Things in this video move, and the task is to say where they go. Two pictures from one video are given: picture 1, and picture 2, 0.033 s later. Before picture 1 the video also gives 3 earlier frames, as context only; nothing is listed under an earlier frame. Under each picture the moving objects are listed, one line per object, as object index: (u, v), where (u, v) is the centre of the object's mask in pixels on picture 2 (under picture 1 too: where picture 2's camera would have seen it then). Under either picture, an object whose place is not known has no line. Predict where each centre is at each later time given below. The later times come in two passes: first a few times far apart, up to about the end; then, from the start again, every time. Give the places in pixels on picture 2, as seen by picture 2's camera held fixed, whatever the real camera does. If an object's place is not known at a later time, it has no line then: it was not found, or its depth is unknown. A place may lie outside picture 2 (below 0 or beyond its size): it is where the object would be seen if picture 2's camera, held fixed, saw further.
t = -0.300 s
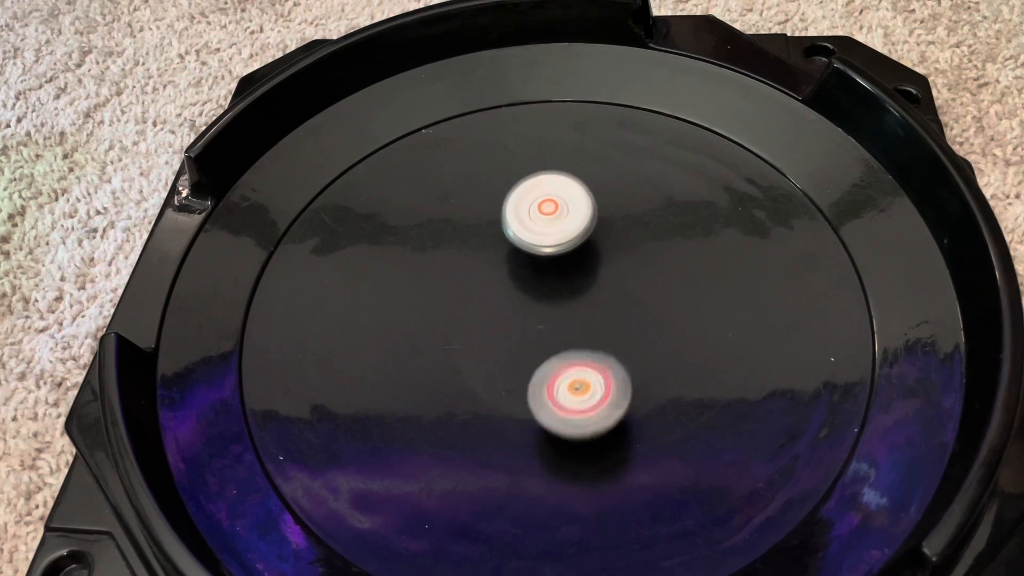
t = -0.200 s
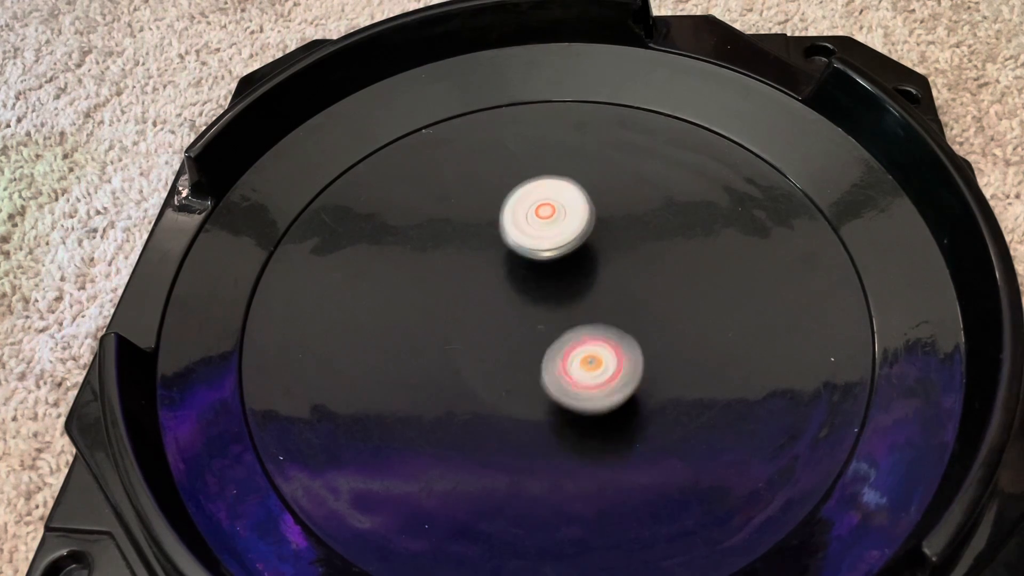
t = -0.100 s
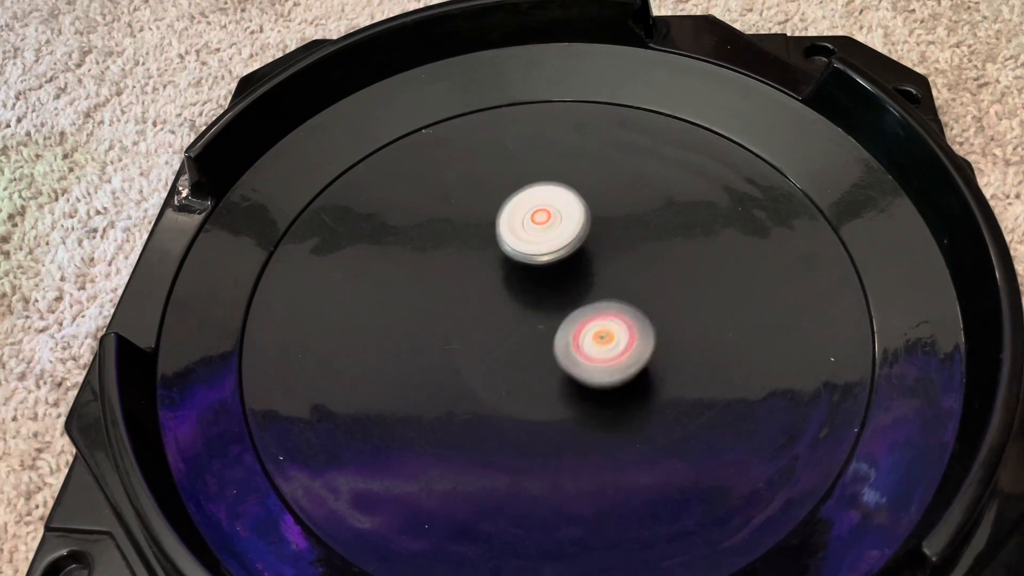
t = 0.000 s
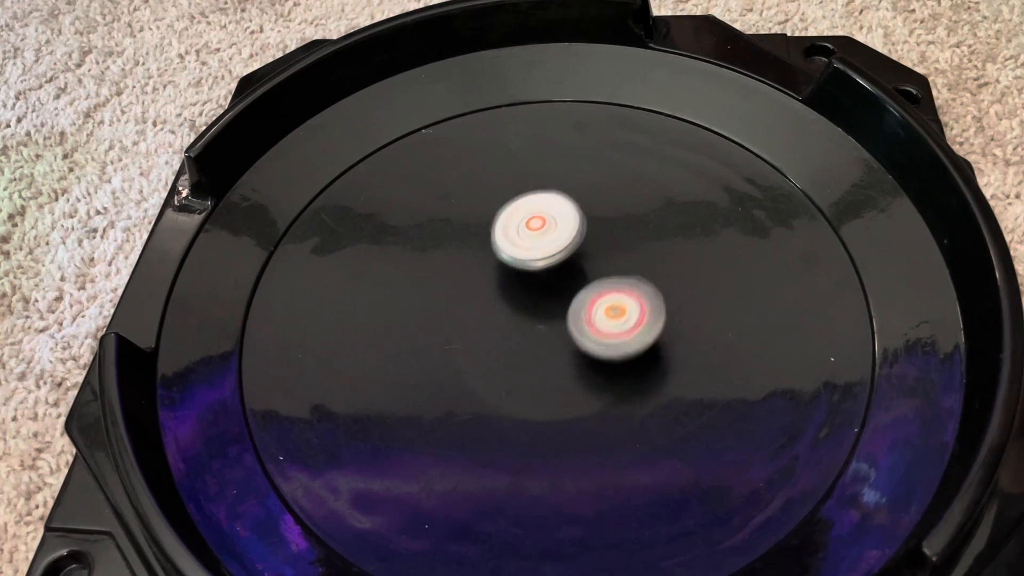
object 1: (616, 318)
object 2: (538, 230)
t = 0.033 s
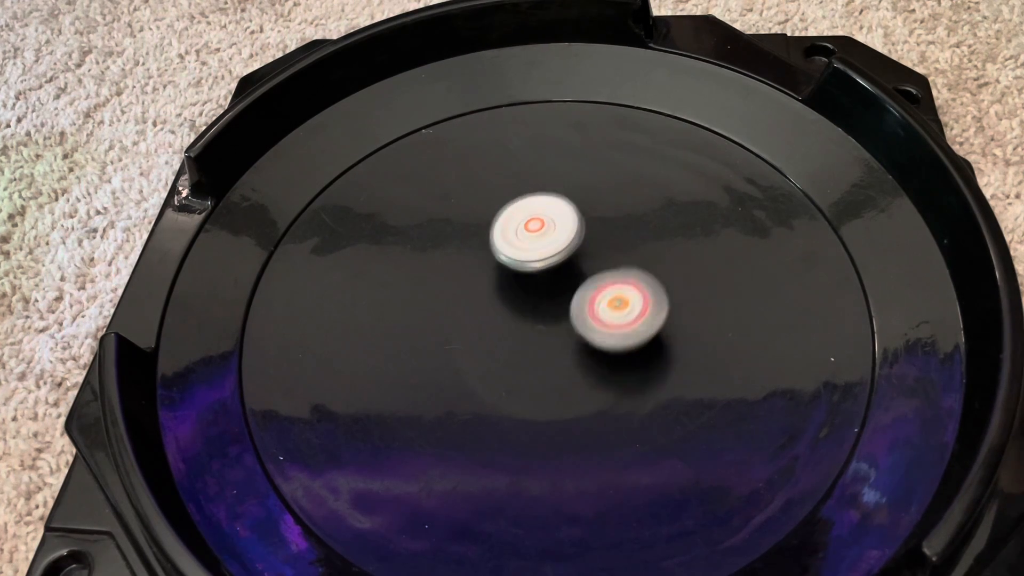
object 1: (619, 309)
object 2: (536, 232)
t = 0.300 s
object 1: (632, 255)
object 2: (513, 248)
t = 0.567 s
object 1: (610, 248)
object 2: (486, 251)
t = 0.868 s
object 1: (612, 255)
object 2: (440, 243)
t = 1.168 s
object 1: (637, 301)
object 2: (444, 248)
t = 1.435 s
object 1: (598, 339)
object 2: (467, 276)
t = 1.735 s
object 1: (550, 353)
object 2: (431, 298)
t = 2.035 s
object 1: (514, 334)
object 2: (394, 298)
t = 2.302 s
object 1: (544, 303)
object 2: (399, 296)
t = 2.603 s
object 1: (616, 270)
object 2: (440, 324)
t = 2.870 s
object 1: (650, 260)
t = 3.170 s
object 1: (597, 277)
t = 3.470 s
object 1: (525, 292)
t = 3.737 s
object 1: (470, 312)
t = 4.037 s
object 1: (449, 332)
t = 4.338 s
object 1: (488, 346)
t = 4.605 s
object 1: (510, 327)
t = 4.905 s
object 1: (528, 286)
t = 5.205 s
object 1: (556, 263)
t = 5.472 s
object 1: (577, 265)
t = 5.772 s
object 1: (565, 269)
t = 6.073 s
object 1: (521, 255)
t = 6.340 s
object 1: (495, 263)
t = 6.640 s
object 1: (489, 290)
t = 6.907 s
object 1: (500, 321)
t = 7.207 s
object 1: (531, 348)
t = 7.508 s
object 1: (565, 357)
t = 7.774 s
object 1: (583, 346)
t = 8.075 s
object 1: (589, 320)
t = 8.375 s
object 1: (610, 369)
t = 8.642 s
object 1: (608, 375)
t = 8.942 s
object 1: (575, 352)
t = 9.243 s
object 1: (529, 347)
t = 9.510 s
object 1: (497, 360)
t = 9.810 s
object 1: (495, 362)
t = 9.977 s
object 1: (503, 355)
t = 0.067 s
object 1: (622, 301)
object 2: (534, 234)
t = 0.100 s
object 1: (624, 293)
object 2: (532, 237)
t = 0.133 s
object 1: (626, 285)
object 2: (530, 239)
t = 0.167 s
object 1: (627, 278)
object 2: (527, 241)
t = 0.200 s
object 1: (628, 270)
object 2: (524, 243)
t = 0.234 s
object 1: (629, 264)
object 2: (520, 245)
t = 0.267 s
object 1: (630, 259)
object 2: (516, 247)
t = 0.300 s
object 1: (632, 255)
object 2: (513, 248)
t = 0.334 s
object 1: (633, 252)
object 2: (510, 249)
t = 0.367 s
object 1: (632, 250)
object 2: (506, 250)
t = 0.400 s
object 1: (631, 248)
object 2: (502, 251)
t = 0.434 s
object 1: (629, 247)
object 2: (499, 252)
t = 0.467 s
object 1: (626, 247)
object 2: (496, 252)
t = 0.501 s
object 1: (621, 247)
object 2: (492, 251)
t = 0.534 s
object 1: (616, 247)
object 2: (489, 251)
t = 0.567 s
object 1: (610, 248)
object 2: (486, 251)
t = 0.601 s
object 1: (603, 248)
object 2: (484, 251)
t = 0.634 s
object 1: (595, 248)
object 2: (482, 250)
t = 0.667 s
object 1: (586, 247)
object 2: (480, 249)
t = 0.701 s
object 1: (576, 247)
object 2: (477, 249)
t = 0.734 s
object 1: (578, 246)
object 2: (467, 247)
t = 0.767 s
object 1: (589, 247)
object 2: (451, 246)
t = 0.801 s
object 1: (597, 249)
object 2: (444, 245)
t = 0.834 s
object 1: (605, 251)
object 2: (441, 244)
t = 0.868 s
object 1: (612, 255)
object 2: (440, 243)
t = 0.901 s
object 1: (618, 258)
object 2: (439, 244)
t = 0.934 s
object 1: (624, 262)
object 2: (438, 244)
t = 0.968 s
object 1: (629, 267)
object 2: (437, 244)
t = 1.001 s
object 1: (633, 273)
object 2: (437, 244)
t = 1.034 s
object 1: (636, 278)
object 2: (438, 245)
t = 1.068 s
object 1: (637, 284)
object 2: (439, 245)
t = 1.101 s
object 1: (638, 289)
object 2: (440, 245)
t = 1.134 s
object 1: (639, 295)
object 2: (442, 247)
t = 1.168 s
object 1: (637, 301)
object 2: (444, 248)
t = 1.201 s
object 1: (635, 306)
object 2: (446, 250)
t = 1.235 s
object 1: (632, 312)
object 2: (447, 252)
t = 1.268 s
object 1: (628, 317)
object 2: (449, 254)
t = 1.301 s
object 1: (623, 323)
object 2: (452, 257)
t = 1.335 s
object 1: (617, 328)
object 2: (455, 260)
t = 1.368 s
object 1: (611, 331)
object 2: (458, 265)
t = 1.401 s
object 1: (605, 335)
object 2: (462, 271)
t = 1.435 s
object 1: (598, 339)
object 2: (467, 276)
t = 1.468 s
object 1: (589, 342)
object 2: (470, 282)
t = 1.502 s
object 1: (582, 344)
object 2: (474, 288)
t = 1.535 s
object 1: (574, 346)
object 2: (478, 295)
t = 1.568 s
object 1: (566, 347)
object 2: (481, 302)
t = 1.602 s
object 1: (559, 348)
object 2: (480, 307)
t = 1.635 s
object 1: (555, 349)
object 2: (472, 306)
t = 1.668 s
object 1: (555, 352)
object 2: (457, 302)
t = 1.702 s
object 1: (553, 353)
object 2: (442, 298)
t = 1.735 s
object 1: (550, 353)
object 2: (431, 298)
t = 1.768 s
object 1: (545, 353)
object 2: (419, 300)
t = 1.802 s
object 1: (540, 352)
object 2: (409, 300)
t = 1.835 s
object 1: (536, 350)
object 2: (402, 300)
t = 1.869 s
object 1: (532, 348)
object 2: (398, 300)
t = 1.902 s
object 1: (527, 346)
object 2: (396, 299)
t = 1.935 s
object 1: (523, 344)
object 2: (395, 299)
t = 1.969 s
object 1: (520, 341)
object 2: (394, 299)
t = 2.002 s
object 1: (516, 338)
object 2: (395, 299)
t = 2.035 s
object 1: (514, 334)
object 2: (394, 298)
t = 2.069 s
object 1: (513, 330)
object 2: (396, 299)
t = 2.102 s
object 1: (511, 326)
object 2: (398, 299)
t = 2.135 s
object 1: (510, 322)
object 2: (400, 299)
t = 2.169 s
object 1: (510, 318)
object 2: (403, 300)
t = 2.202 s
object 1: (510, 314)
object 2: (407, 300)
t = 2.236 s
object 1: (518, 309)
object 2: (405, 299)
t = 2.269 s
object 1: (533, 305)
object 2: (398, 297)
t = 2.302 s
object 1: (544, 303)
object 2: (399, 296)
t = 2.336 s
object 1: (553, 300)
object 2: (403, 298)
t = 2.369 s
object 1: (562, 297)
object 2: (406, 301)
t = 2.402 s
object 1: (570, 293)
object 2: (407, 302)
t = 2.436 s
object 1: (579, 290)
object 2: (411, 305)
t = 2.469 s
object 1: (587, 286)
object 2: (415, 307)
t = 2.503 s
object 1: (595, 282)
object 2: (419, 310)
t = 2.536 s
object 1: (602, 278)
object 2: (425, 315)
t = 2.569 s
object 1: (609, 274)
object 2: (433, 319)
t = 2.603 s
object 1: (616, 270)
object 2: (440, 324)
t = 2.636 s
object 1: (622, 266)
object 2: (448, 330)
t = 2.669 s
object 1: (627, 262)
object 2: (455, 335)
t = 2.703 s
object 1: (633, 260)
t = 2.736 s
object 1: (639, 258)
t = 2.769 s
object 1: (644, 257)
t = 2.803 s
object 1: (648, 257)
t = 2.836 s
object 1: (650, 258)
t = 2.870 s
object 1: (650, 260)
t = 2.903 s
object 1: (649, 262)
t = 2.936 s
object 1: (646, 265)
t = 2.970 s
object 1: (642, 268)
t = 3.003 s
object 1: (636, 271)
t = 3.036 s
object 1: (630, 273)
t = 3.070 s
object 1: (622, 274)
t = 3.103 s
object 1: (614, 275)
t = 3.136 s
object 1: (606, 276)
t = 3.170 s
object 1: (597, 277)
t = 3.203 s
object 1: (589, 277)
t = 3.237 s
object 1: (581, 278)
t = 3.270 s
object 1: (573, 280)
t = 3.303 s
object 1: (565, 282)
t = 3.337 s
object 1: (556, 283)
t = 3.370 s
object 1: (549, 285)
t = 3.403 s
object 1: (540, 287)
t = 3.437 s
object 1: (533, 289)
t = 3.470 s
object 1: (525, 292)
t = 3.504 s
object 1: (518, 294)
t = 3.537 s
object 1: (511, 296)
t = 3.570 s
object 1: (503, 299)
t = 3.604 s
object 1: (496, 301)
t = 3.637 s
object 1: (489, 303)
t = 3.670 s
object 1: (483, 305)
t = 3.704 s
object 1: (477, 308)
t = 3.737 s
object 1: (470, 312)
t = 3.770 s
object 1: (465, 315)
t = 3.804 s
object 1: (461, 320)
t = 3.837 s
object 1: (458, 324)
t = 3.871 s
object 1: (455, 327)
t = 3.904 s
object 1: (452, 331)
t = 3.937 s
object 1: (450, 332)
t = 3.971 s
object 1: (448, 333)
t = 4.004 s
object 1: (448, 332)
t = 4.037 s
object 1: (449, 332)
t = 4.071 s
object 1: (451, 332)
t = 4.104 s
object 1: (455, 334)
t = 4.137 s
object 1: (458, 336)
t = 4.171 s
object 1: (463, 338)
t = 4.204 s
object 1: (467, 340)
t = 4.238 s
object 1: (472, 342)
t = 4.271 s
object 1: (477, 344)
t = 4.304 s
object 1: (483, 345)
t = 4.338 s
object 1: (488, 346)
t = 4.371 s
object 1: (494, 347)
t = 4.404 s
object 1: (501, 347)
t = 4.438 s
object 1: (504, 347)
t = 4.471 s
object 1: (510, 345)
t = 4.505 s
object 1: (509, 342)
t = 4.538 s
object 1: (509, 337)
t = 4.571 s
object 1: (510, 332)
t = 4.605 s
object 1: (510, 327)
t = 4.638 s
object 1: (512, 322)
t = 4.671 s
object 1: (512, 317)
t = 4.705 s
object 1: (515, 312)
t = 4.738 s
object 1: (516, 308)
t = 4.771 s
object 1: (519, 303)
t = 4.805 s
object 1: (520, 298)
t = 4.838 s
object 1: (523, 294)
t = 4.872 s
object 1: (525, 290)
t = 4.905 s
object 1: (528, 286)
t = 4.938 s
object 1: (531, 282)
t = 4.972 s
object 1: (533, 278)
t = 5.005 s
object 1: (538, 275)
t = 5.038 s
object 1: (540, 273)
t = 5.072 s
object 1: (544, 270)
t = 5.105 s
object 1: (547, 268)
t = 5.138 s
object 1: (551, 266)
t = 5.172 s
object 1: (553, 265)
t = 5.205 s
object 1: (556, 263)
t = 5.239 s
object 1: (559, 262)
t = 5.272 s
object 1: (562, 261)
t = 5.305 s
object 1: (566, 261)
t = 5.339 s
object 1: (568, 261)
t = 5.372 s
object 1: (572, 261)
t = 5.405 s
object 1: (573, 262)
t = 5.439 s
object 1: (576, 263)
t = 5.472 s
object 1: (577, 265)
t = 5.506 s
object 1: (580, 266)
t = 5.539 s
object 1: (580, 268)
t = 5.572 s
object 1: (581, 270)
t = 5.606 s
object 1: (580, 273)
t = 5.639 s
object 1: (581, 275)
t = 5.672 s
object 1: (579, 277)
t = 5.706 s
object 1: (574, 274)
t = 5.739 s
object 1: (569, 272)
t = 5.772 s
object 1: (565, 269)
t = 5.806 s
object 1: (559, 266)
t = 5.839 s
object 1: (554, 264)
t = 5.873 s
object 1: (548, 262)
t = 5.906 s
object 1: (544, 260)
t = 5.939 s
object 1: (538, 258)
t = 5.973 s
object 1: (534, 257)
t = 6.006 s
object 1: (529, 256)
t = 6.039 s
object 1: (526, 255)
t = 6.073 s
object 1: (521, 255)
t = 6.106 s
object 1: (518, 255)
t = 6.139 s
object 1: (513, 255)
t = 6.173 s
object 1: (511, 255)
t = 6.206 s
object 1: (506, 257)
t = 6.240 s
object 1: (504, 258)
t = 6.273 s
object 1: (500, 259)
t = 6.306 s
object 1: (499, 261)
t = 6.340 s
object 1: (495, 263)
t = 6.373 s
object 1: (494, 265)
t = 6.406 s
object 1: (492, 268)
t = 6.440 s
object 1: (491, 270)
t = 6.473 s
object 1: (489, 273)
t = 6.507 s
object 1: (489, 276)
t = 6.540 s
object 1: (488, 279)
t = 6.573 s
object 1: (489, 283)
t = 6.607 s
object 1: (488, 286)
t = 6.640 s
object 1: (489, 290)
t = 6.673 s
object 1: (489, 294)
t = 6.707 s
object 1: (489, 298)
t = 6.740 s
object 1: (491, 302)
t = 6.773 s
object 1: (492, 306)
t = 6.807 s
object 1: (494, 309)
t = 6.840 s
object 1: (496, 313)
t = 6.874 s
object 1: (499, 317)
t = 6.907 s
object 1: (500, 321)
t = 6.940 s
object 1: (504, 324)
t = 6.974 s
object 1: (506, 328)
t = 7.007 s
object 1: (510, 331)
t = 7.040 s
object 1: (513, 334)
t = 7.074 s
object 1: (517, 338)
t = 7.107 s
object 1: (520, 340)
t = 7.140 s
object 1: (524, 343)
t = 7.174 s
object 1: (527, 346)
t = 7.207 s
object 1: (531, 348)
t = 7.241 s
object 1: (535, 350)
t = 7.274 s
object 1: (539, 352)
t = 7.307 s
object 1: (544, 353)
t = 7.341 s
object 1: (547, 355)
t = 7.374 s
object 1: (552, 356)
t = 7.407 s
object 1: (554, 357)
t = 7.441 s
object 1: (559, 357)
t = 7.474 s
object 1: (561, 357)
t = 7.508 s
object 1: (565, 357)
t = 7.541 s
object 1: (567, 357)
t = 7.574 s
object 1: (571, 356)
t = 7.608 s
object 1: (573, 355)
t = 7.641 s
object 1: (575, 354)
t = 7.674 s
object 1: (578, 351)
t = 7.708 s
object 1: (579, 350)
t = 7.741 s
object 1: (582, 348)
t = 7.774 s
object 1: (583, 346)
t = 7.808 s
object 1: (585, 343)
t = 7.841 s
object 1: (586, 341)
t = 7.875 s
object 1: (588, 339)
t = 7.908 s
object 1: (589, 335)
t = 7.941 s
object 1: (589, 333)
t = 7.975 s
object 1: (590, 329)
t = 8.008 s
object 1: (589, 327)
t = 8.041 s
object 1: (590, 324)
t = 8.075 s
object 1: (589, 320)
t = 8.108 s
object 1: (594, 331)
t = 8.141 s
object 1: (596, 339)
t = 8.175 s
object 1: (597, 345)
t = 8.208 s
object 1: (599, 350)
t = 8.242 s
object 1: (601, 354)
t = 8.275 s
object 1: (601, 358)
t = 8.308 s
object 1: (605, 363)
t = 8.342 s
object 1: (607, 366)
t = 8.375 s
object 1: (610, 369)
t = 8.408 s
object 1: (614, 371)
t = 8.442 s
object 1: (614, 374)
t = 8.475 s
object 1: (616, 376)
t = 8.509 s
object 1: (615, 377)
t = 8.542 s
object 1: (614, 378)
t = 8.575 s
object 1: (613, 377)
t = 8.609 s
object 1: (608, 376)
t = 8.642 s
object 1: (608, 375)
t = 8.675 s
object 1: (607, 371)
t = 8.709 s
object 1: (602, 369)
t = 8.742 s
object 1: (601, 367)
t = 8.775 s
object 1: (599, 362)
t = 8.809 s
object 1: (591, 360)
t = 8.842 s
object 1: (589, 359)
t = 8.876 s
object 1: (587, 355)
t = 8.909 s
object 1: (580, 352)
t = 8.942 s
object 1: (575, 352)
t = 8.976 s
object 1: (572, 350)
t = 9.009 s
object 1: (566, 348)
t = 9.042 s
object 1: (560, 347)
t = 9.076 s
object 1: (555, 346)
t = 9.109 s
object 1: (549, 346)
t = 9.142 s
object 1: (545, 346)
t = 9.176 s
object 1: (539, 346)
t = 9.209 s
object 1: (533, 347)
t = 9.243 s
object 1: (529, 347)
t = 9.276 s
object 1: (523, 348)
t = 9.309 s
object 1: (518, 350)
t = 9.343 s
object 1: (515, 351)
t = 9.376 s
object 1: (510, 353)
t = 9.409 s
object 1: (506, 356)
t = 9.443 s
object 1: (503, 356)
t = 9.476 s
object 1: (499, 358)
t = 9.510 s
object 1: (497, 360)
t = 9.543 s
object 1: (495, 361)
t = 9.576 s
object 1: (492, 363)
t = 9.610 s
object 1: (493, 363)
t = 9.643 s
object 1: (490, 363)
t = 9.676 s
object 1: (490, 365)
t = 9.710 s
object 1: (492, 364)
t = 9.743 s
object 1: (490, 364)
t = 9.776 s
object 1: (492, 364)
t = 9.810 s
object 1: (495, 362)
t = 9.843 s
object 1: (495, 361)
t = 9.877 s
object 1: (498, 361)
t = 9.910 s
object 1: (502, 357)
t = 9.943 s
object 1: (501, 356)
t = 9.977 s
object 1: (503, 355)
